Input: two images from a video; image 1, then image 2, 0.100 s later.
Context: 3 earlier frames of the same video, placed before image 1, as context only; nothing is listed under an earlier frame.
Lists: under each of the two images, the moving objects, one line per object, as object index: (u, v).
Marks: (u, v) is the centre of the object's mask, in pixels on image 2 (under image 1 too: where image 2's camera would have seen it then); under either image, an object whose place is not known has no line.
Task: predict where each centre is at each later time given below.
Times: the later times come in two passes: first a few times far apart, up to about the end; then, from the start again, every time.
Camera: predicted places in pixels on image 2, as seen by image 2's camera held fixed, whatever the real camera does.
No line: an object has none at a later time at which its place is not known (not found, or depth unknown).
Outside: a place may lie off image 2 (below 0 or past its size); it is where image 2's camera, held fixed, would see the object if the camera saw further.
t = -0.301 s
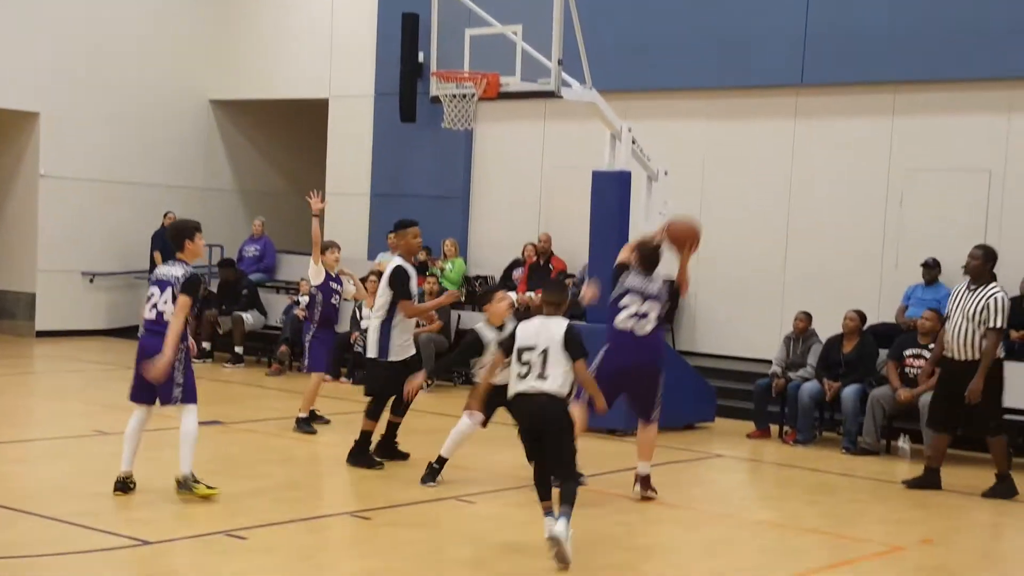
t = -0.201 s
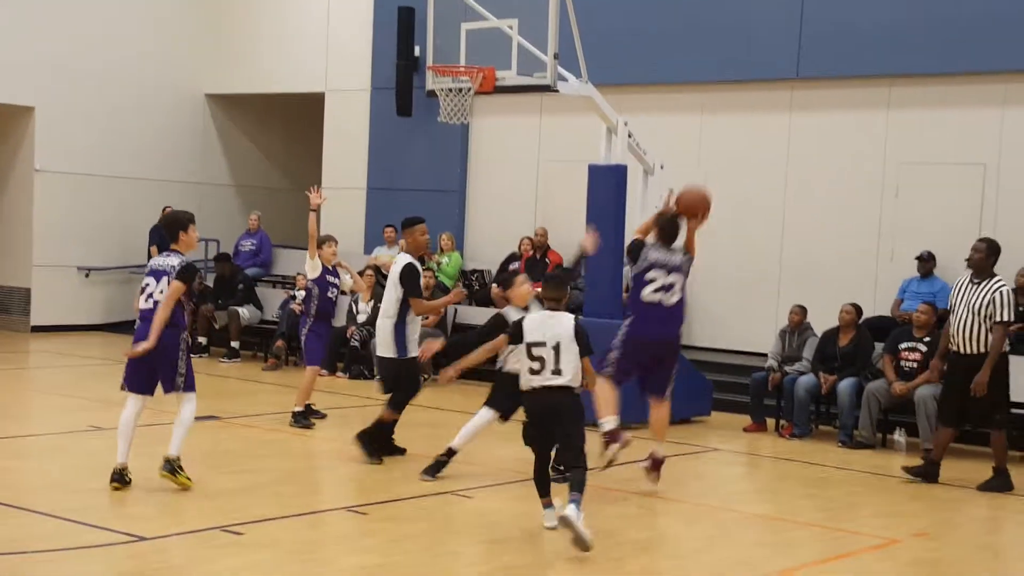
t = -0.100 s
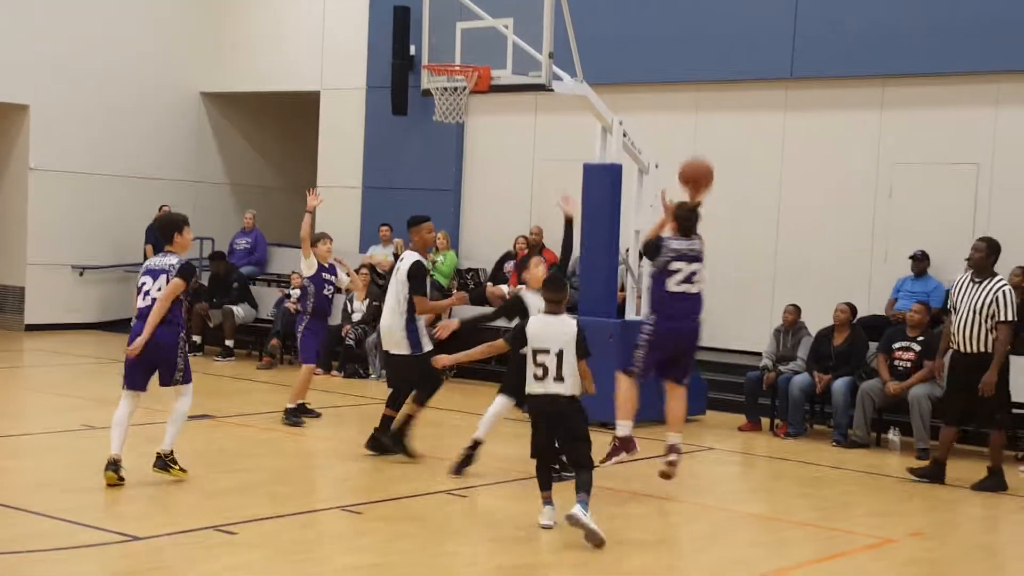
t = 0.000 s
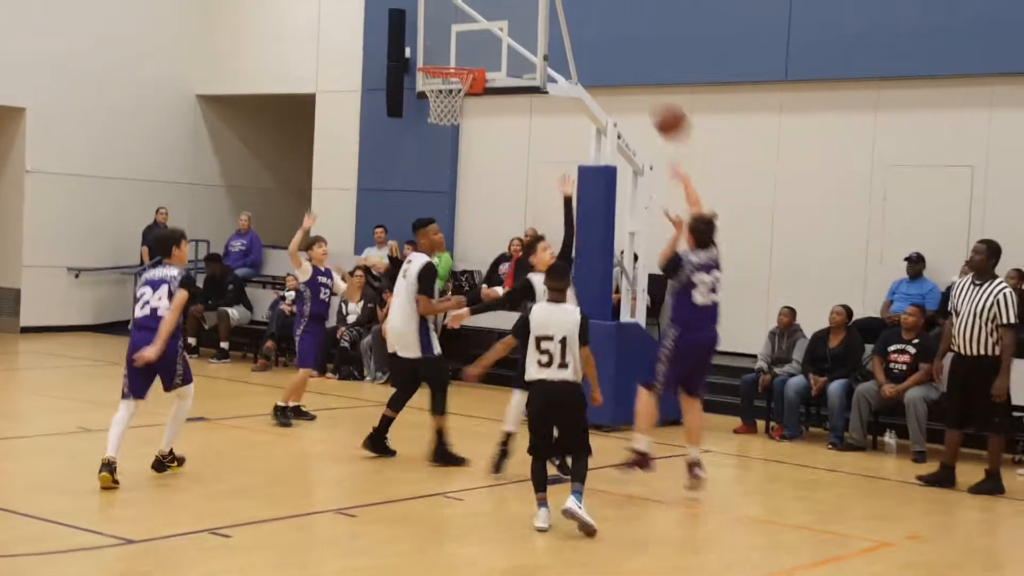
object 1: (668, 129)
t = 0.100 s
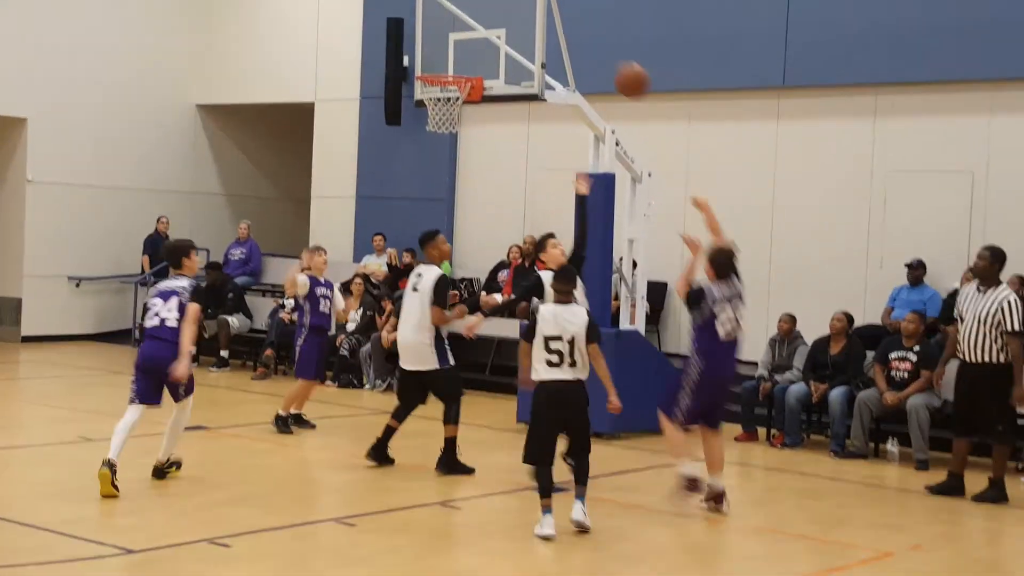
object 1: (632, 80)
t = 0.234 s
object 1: (586, 40)
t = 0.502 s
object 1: (499, 34)
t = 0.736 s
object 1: (430, 61)
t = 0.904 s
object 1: (384, 61)
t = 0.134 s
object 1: (620, 67)
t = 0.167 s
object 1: (607, 56)
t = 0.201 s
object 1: (595, 47)
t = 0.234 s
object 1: (586, 40)
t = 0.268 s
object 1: (574, 34)
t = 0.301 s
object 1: (562, 29)
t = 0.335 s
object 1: (552, 26)
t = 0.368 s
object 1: (540, 25)
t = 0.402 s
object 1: (529, 26)
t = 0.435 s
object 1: (519, 27)
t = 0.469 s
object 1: (509, 30)
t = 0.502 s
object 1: (499, 34)
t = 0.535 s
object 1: (487, 40)
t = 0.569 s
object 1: (478, 47)
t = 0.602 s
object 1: (467, 55)
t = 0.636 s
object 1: (458, 63)
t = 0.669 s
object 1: (448, 66)
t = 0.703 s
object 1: (439, 63)
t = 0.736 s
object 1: (430, 61)
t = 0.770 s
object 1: (421, 58)
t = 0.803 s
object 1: (410, 57)
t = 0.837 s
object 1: (401, 57)
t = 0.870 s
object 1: (392, 59)
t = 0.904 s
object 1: (384, 61)
